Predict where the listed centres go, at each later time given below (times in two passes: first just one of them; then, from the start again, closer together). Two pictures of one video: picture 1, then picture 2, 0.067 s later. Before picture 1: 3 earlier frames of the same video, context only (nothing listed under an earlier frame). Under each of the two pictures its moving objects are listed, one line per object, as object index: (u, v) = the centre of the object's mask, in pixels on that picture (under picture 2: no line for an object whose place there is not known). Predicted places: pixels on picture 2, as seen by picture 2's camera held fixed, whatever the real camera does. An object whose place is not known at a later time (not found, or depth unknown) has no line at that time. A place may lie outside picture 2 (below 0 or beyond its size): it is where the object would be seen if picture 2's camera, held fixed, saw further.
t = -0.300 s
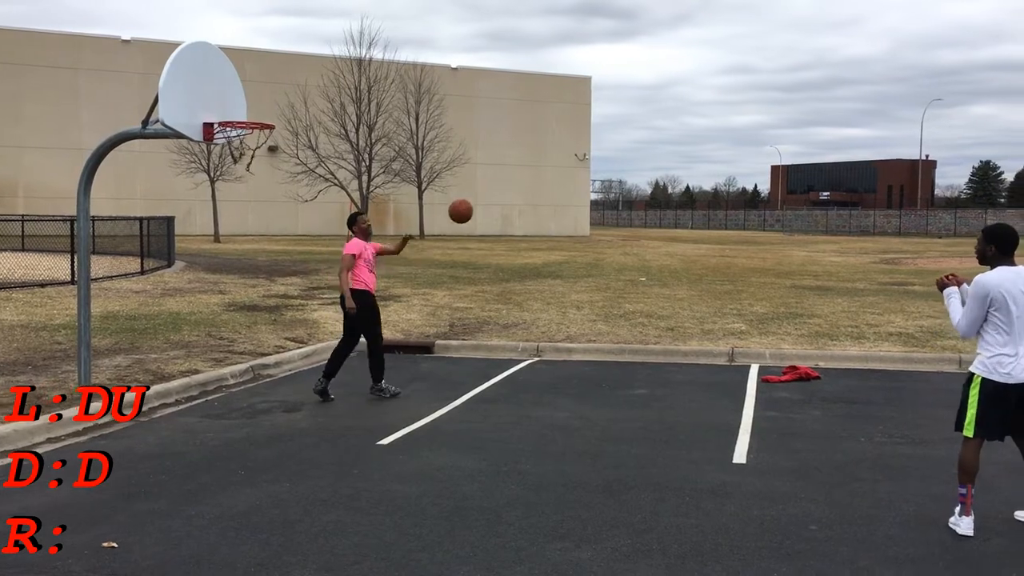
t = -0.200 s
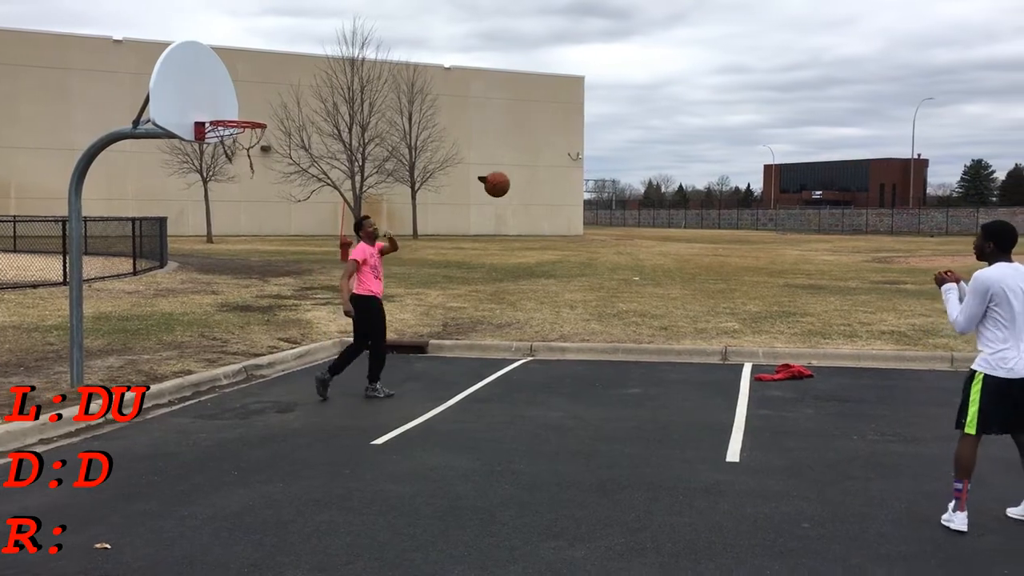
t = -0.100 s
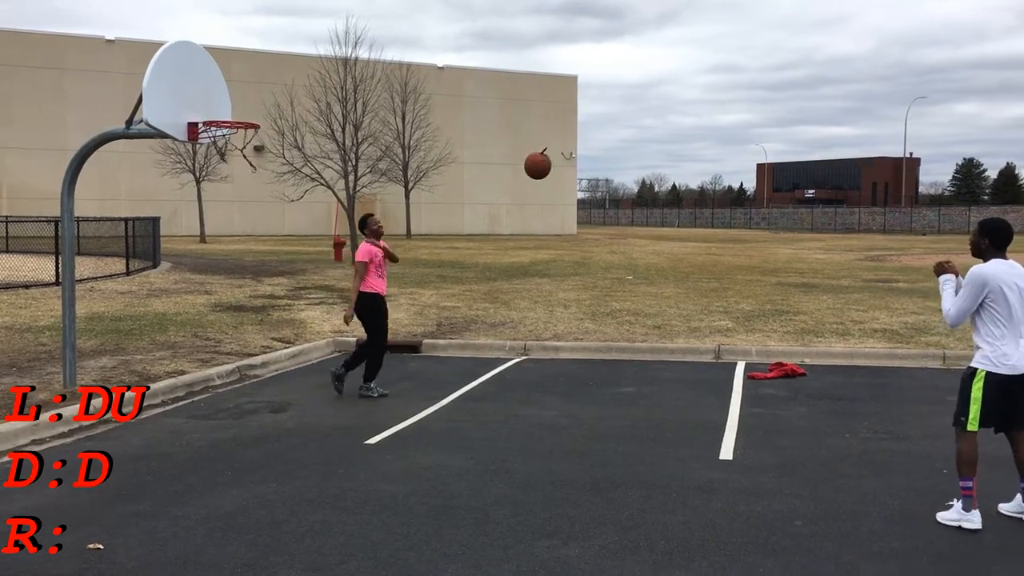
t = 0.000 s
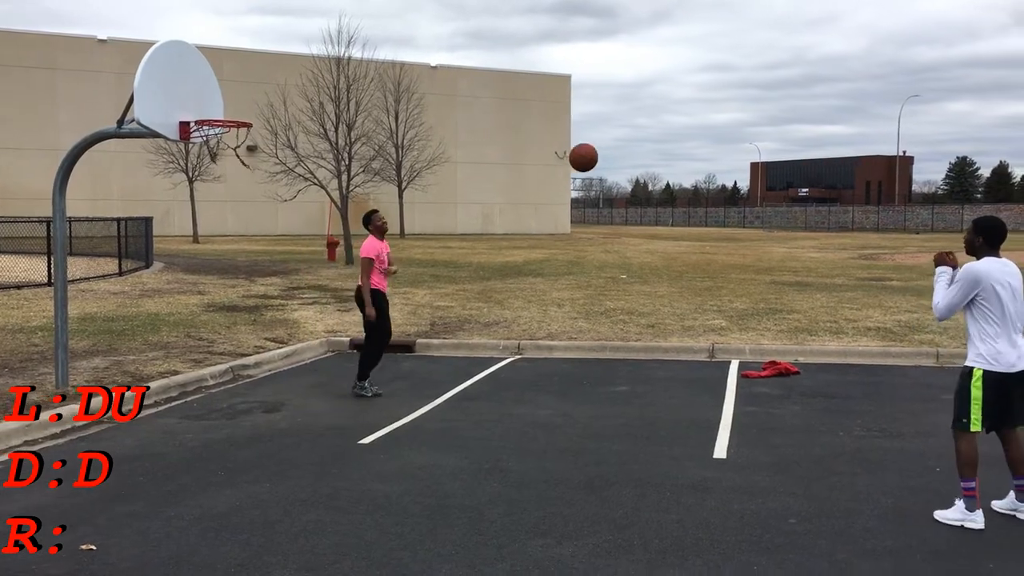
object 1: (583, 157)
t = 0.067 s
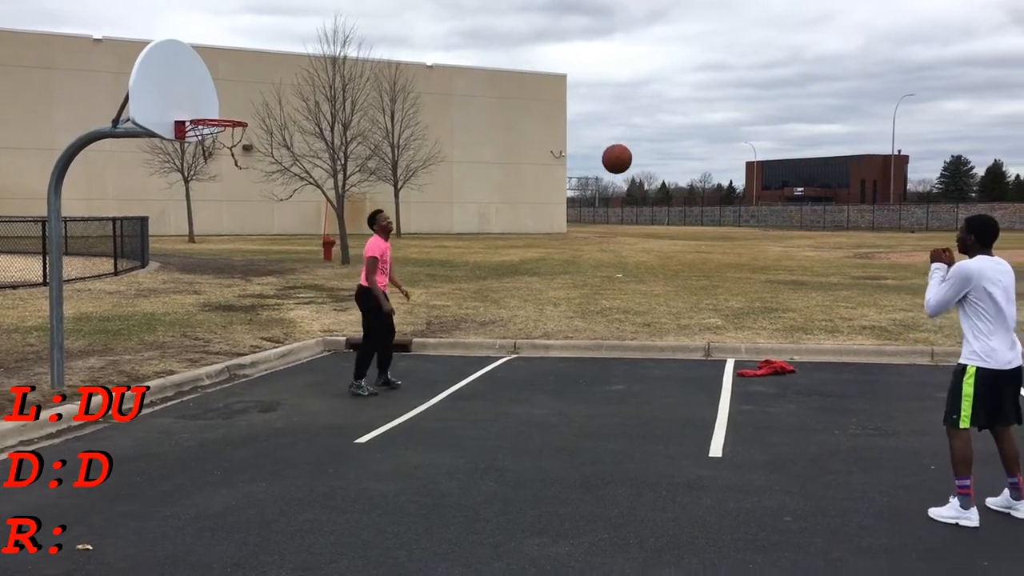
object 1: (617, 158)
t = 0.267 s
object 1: (746, 201)
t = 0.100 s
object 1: (636, 162)
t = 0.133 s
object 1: (657, 166)
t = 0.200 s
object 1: (699, 179)
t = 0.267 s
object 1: (746, 201)
